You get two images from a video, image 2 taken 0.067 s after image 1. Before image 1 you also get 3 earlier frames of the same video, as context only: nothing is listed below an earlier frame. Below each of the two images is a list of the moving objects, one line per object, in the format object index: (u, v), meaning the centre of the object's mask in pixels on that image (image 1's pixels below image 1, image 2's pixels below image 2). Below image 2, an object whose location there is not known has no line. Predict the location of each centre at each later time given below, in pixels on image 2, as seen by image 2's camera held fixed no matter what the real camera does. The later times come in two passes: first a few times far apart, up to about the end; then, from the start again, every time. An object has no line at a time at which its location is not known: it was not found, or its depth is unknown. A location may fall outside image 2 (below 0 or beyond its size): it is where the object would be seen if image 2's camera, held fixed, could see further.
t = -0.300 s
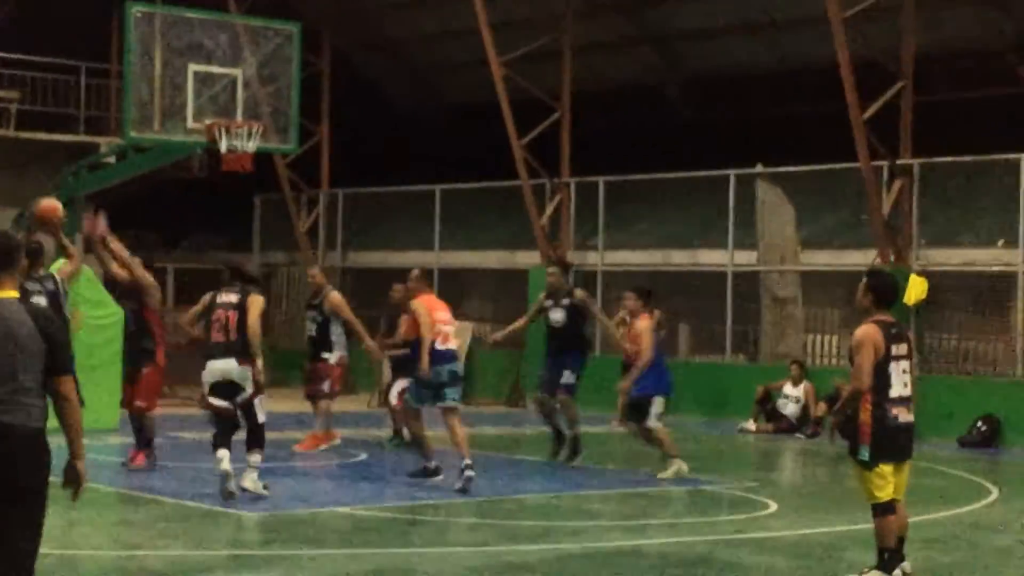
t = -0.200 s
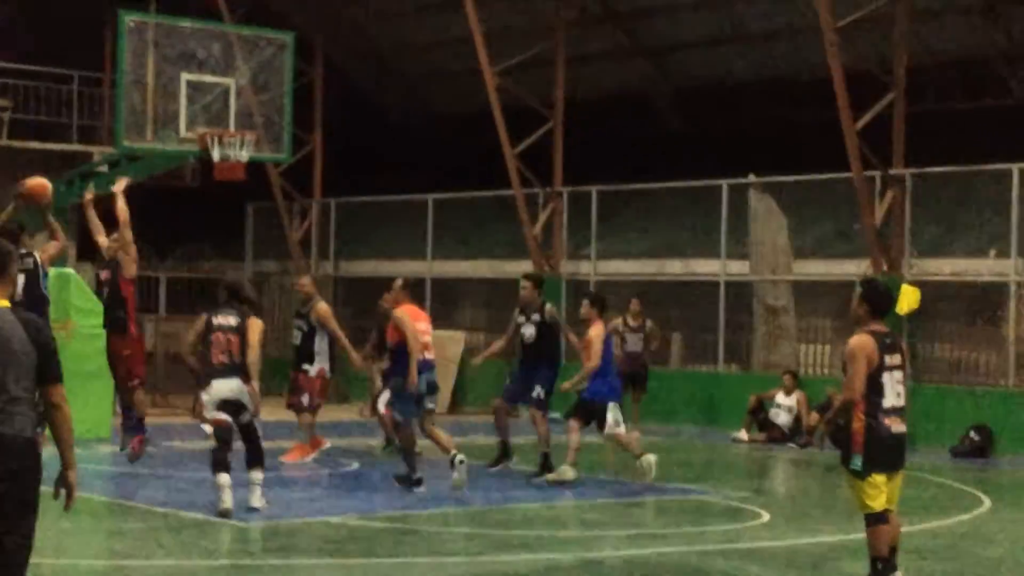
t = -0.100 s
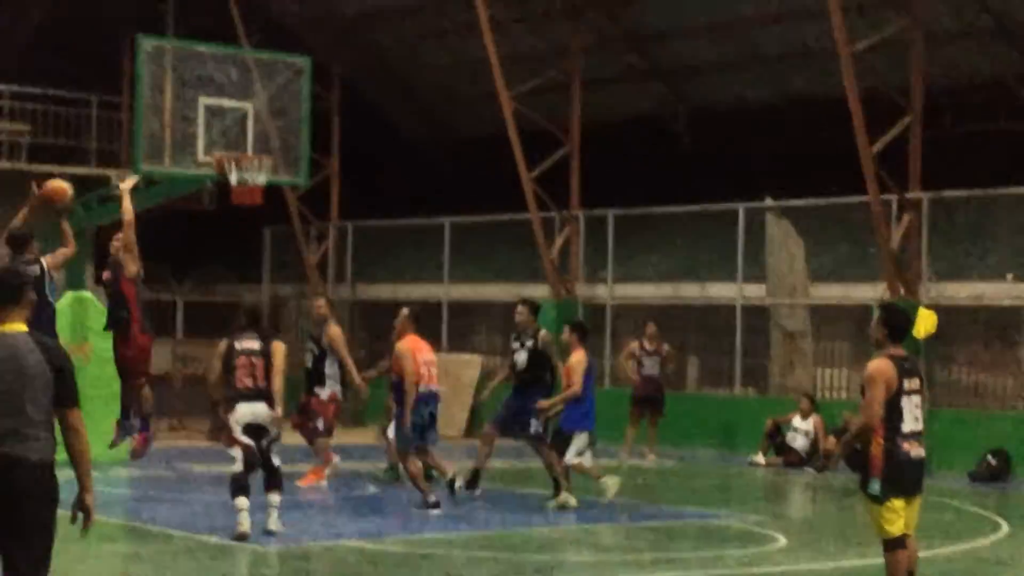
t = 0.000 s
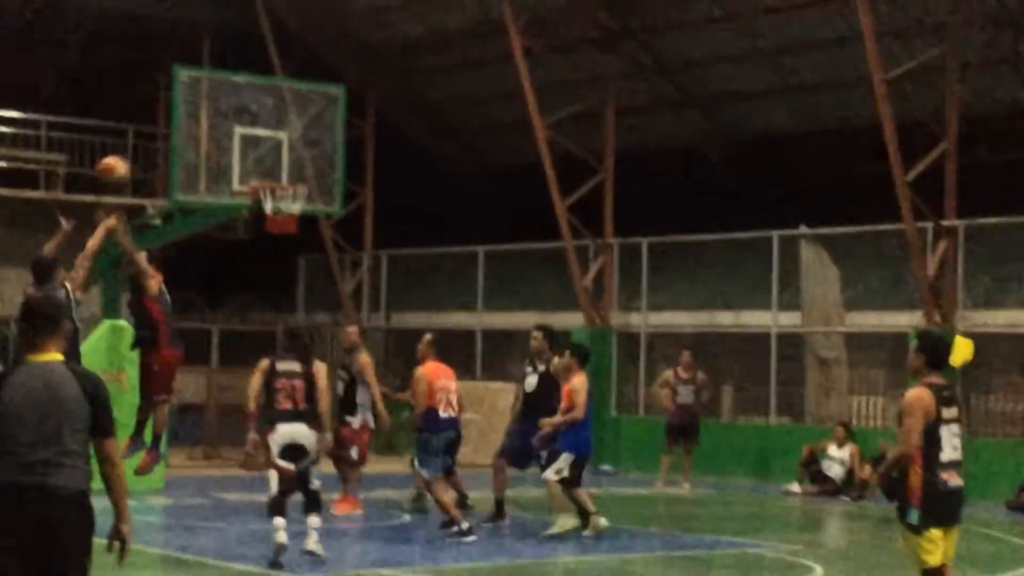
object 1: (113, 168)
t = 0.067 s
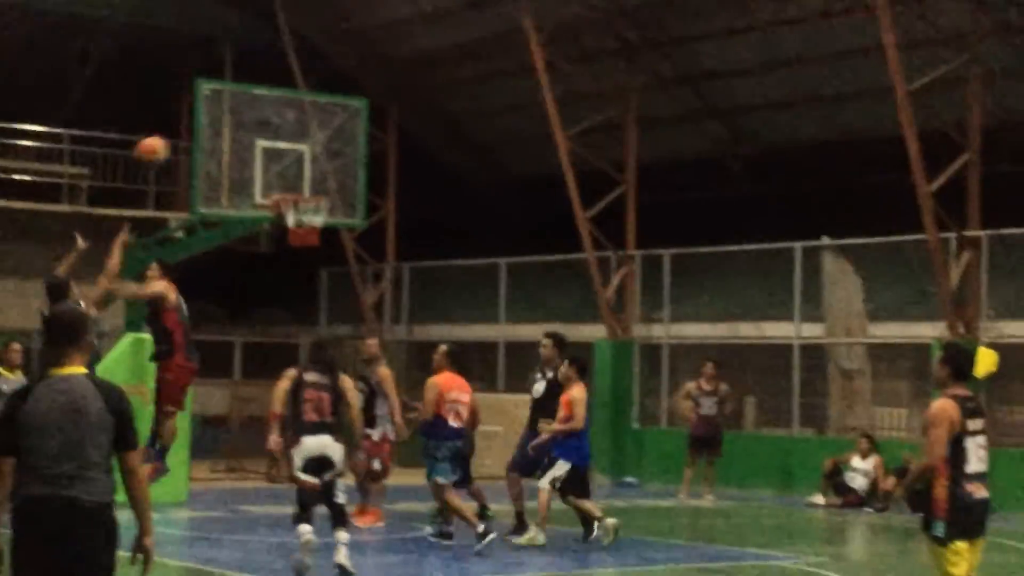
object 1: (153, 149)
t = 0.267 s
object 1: (197, 89)
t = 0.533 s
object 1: (249, 84)
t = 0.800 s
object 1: (291, 154)
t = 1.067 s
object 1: (322, 250)
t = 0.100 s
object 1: (161, 135)
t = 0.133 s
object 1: (169, 123)
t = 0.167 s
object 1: (176, 113)
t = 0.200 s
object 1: (183, 104)
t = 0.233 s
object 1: (190, 95)
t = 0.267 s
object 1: (197, 89)
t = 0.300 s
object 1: (204, 84)
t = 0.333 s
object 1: (210, 80)
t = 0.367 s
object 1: (218, 78)
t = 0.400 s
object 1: (224, 77)
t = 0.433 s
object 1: (230, 77)
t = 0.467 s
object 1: (236, 78)
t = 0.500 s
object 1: (243, 80)
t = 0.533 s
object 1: (249, 84)
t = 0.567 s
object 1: (254, 90)
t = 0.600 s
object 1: (260, 96)
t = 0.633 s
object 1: (265, 103)
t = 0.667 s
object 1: (270, 112)
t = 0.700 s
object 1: (276, 120)
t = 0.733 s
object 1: (281, 132)
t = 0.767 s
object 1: (287, 141)
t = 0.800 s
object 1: (291, 154)
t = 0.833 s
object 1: (296, 168)
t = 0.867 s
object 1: (302, 182)
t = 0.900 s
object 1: (307, 194)
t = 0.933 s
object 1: (311, 213)
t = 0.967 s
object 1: (317, 227)
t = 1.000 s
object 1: (318, 231)
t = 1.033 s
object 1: (319, 242)
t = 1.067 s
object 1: (322, 250)
